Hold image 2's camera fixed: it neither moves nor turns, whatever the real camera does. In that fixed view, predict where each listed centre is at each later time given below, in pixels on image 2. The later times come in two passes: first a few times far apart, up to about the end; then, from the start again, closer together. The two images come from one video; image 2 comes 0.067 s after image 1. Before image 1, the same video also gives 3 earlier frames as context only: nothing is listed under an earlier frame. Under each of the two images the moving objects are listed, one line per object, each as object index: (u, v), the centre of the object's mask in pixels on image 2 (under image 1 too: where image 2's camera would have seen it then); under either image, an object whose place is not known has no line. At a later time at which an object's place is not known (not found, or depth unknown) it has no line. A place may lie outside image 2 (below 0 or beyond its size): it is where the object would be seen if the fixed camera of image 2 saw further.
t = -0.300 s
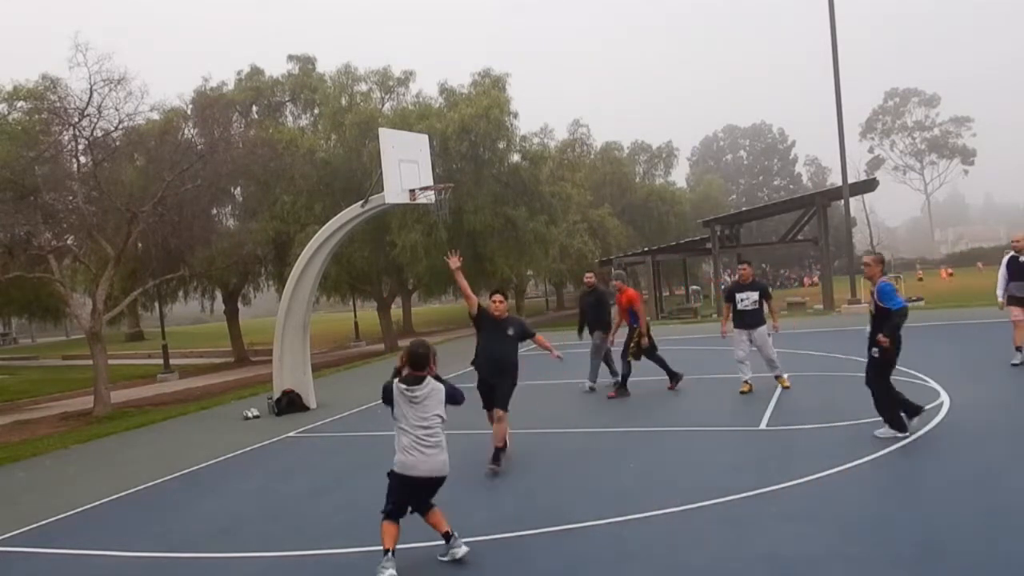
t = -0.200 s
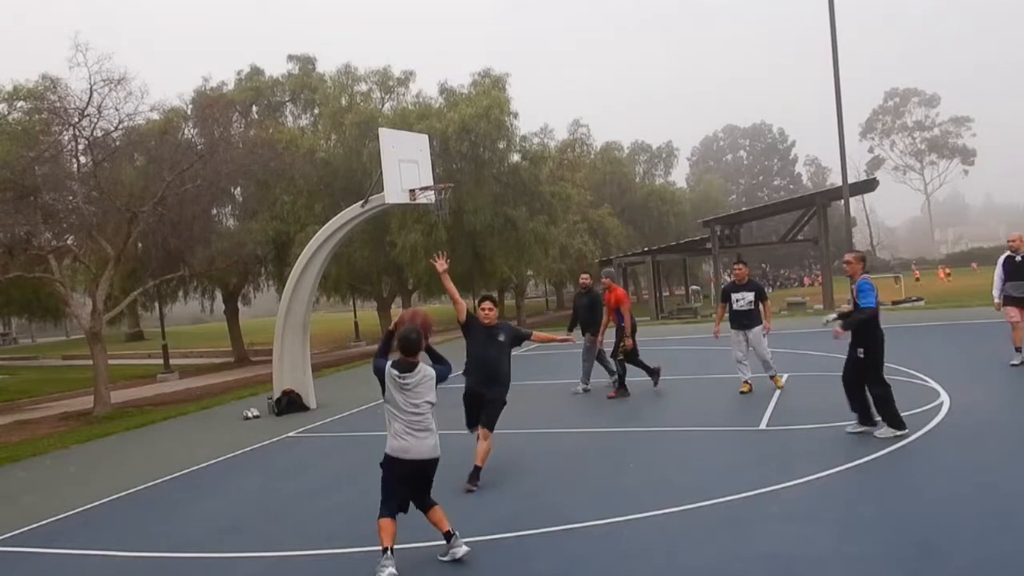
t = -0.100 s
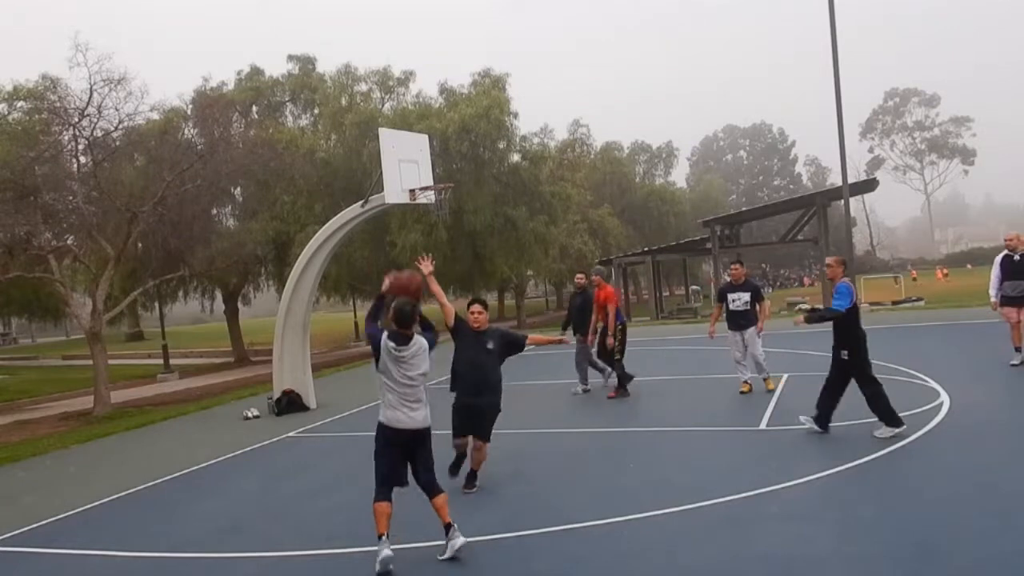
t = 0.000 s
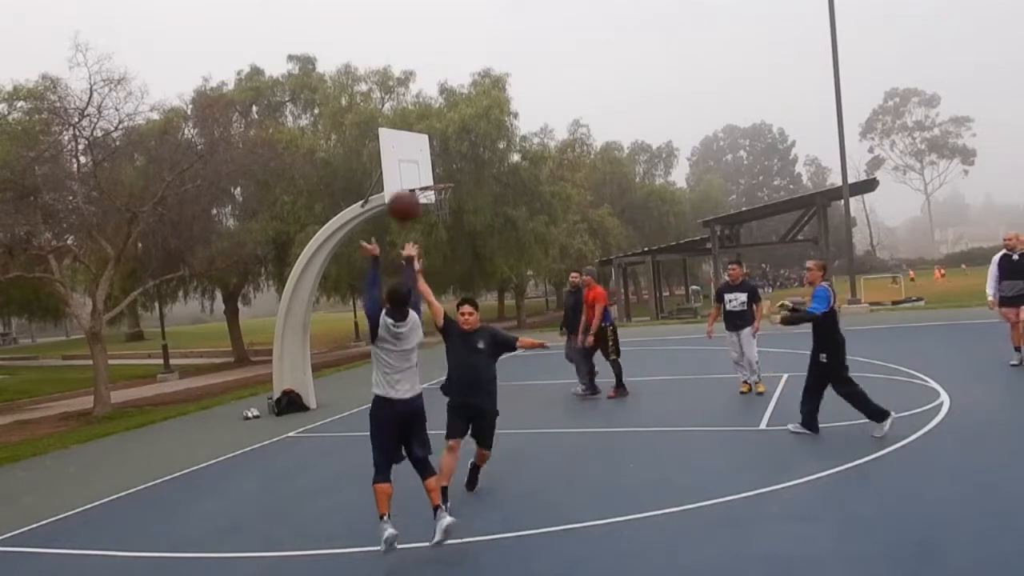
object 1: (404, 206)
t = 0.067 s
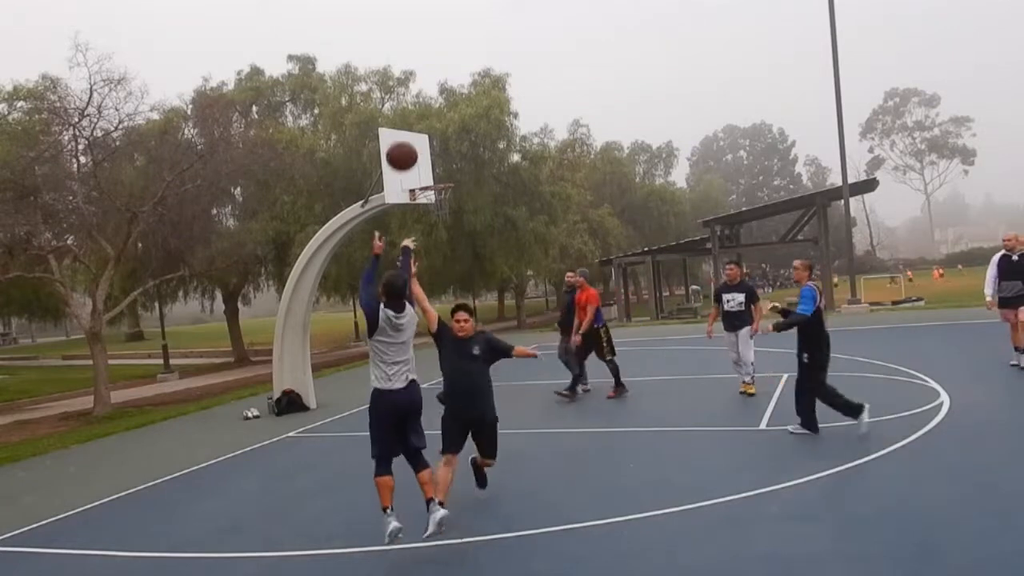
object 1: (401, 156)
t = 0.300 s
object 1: (400, 50)
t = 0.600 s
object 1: (405, 23)
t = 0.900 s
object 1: (416, 76)
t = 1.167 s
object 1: (426, 153)
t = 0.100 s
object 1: (401, 137)
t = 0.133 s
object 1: (400, 116)
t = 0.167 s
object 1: (400, 99)
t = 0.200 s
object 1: (400, 83)
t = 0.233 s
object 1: (400, 71)
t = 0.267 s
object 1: (400, 59)
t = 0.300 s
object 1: (400, 50)
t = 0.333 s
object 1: (400, 41)
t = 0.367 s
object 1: (401, 35)
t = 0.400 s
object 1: (401, 29)
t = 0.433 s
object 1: (402, 25)
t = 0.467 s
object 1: (402, 22)
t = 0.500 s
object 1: (403, 21)
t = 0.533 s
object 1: (404, 20)
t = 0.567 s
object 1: (404, 21)
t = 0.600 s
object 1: (405, 23)
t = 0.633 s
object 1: (406, 25)
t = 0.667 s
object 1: (407, 29)
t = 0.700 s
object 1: (408, 33)
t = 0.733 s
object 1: (409, 38)
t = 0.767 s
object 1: (410, 44)
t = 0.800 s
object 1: (412, 51)
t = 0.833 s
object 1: (413, 59)
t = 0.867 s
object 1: (414, 67)
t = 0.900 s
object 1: (416, 76)
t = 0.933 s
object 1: (417, 85)
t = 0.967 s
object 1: (419, 95)
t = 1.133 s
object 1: (424, 141)
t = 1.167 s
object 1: (426, 153)
